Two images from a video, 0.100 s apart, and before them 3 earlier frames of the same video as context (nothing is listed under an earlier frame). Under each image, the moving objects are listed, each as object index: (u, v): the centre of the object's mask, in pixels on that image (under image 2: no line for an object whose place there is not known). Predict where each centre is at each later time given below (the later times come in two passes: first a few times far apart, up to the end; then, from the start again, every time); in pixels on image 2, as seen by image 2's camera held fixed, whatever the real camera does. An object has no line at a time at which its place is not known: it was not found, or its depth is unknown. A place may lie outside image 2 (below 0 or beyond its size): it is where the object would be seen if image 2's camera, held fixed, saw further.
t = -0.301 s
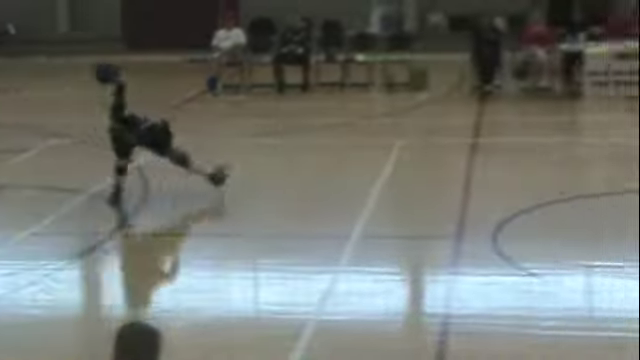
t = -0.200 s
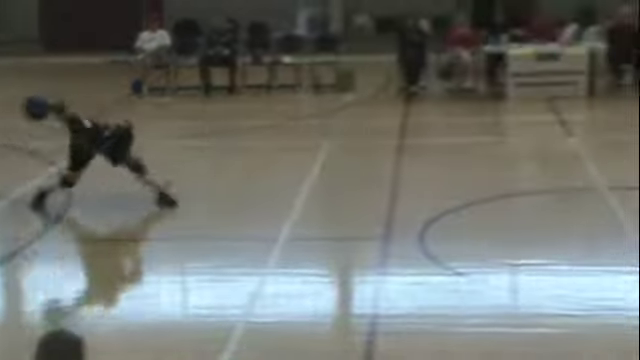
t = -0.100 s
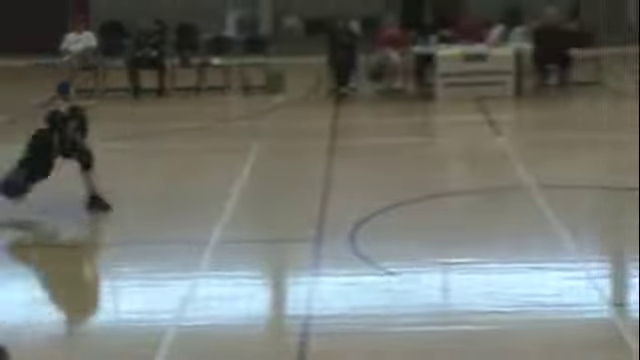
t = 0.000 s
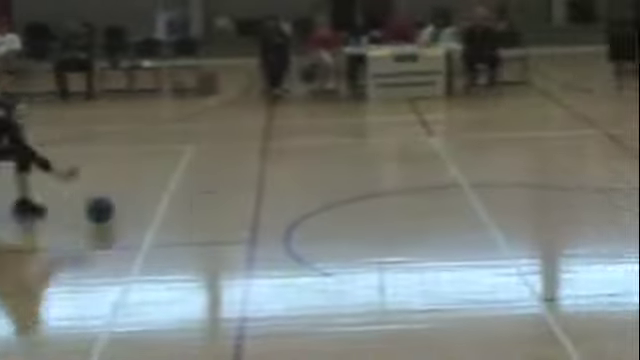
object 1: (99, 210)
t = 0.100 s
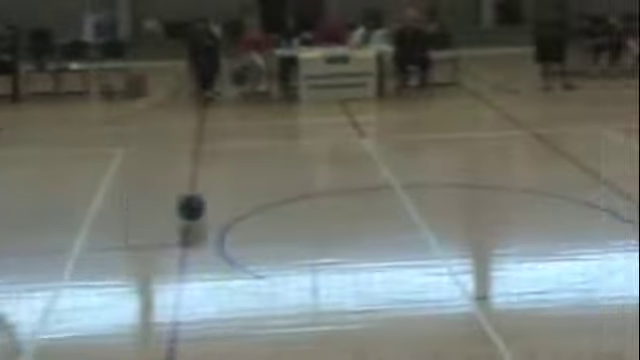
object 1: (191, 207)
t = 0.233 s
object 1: (386, 201)
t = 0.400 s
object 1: (602, 198)
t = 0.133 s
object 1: (244, 208)
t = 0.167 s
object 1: (295, 208)
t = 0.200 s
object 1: (342, 205)
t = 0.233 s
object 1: (386, 201)
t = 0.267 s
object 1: (432, 199)
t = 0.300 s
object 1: (476, 200)
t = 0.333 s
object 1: (520, 202)
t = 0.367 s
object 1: (562, 201)
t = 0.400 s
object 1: (602, 198)
